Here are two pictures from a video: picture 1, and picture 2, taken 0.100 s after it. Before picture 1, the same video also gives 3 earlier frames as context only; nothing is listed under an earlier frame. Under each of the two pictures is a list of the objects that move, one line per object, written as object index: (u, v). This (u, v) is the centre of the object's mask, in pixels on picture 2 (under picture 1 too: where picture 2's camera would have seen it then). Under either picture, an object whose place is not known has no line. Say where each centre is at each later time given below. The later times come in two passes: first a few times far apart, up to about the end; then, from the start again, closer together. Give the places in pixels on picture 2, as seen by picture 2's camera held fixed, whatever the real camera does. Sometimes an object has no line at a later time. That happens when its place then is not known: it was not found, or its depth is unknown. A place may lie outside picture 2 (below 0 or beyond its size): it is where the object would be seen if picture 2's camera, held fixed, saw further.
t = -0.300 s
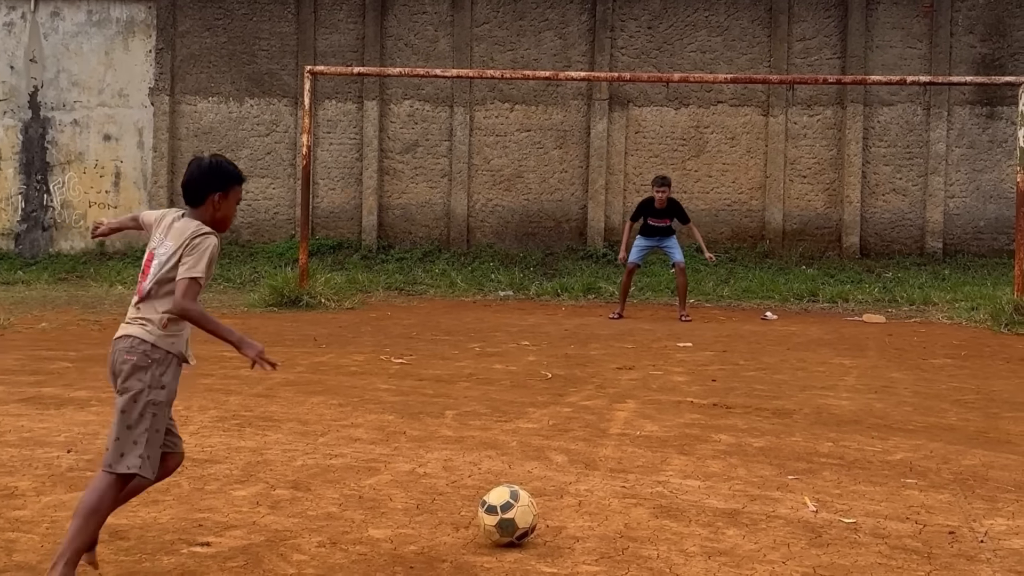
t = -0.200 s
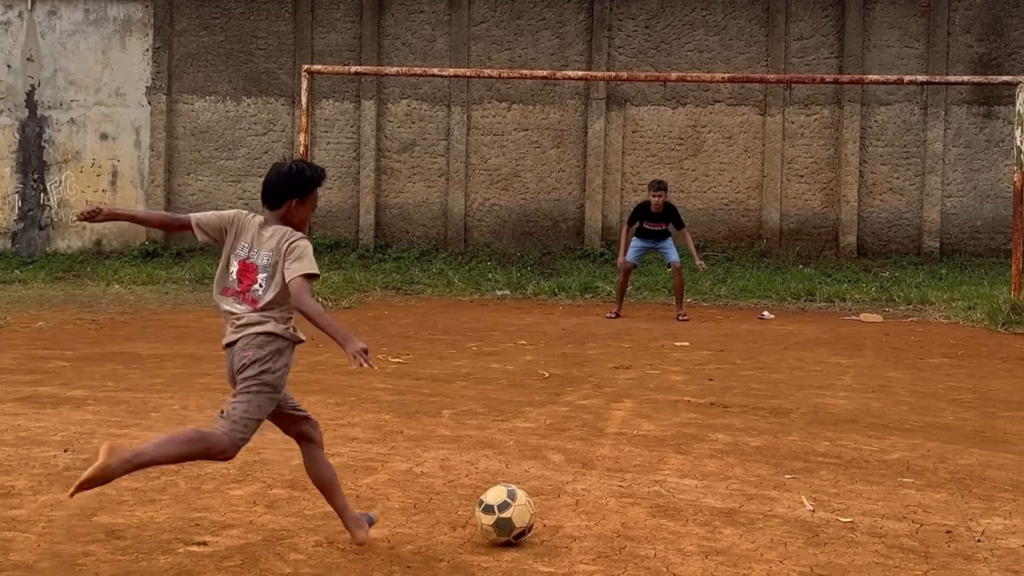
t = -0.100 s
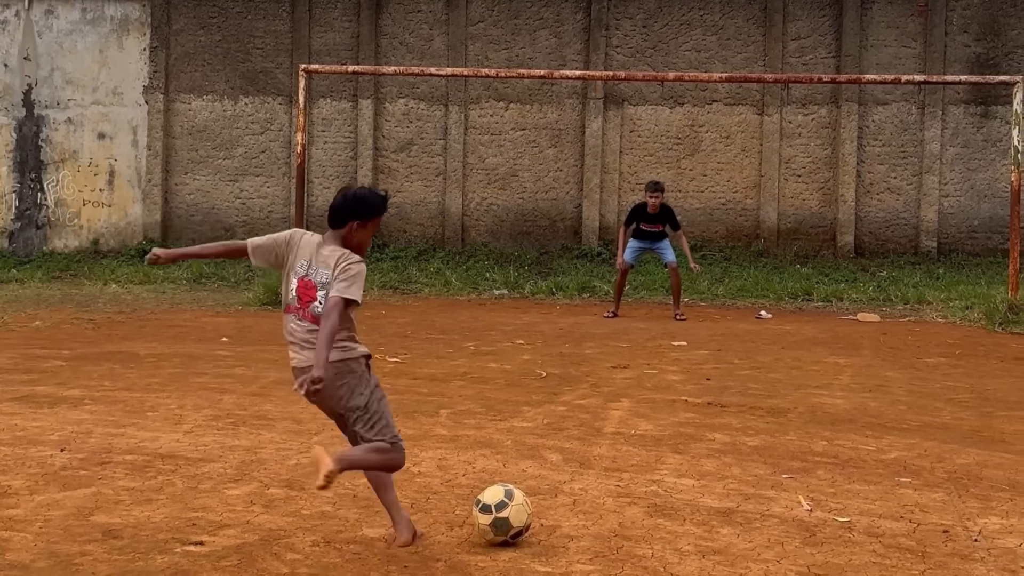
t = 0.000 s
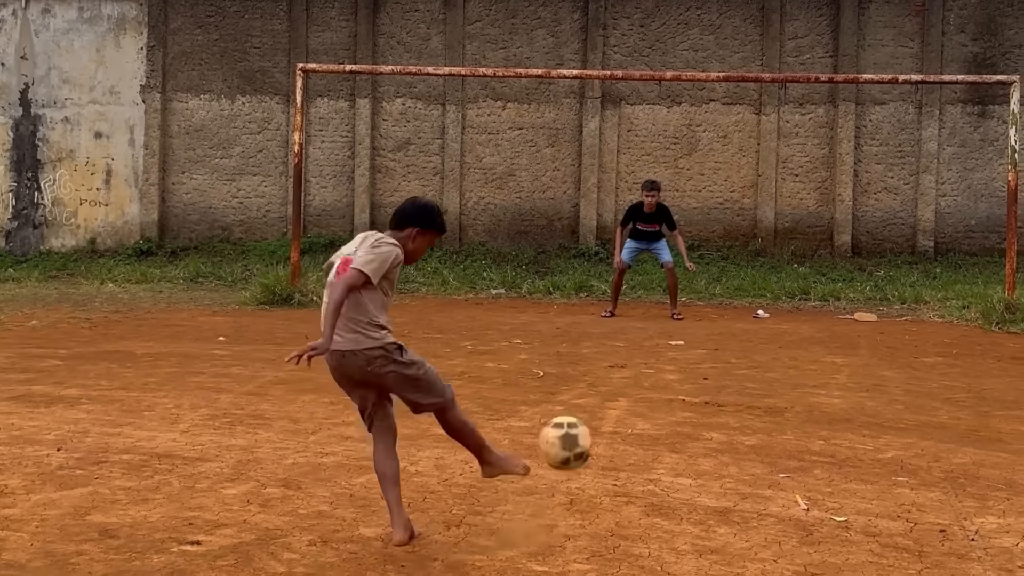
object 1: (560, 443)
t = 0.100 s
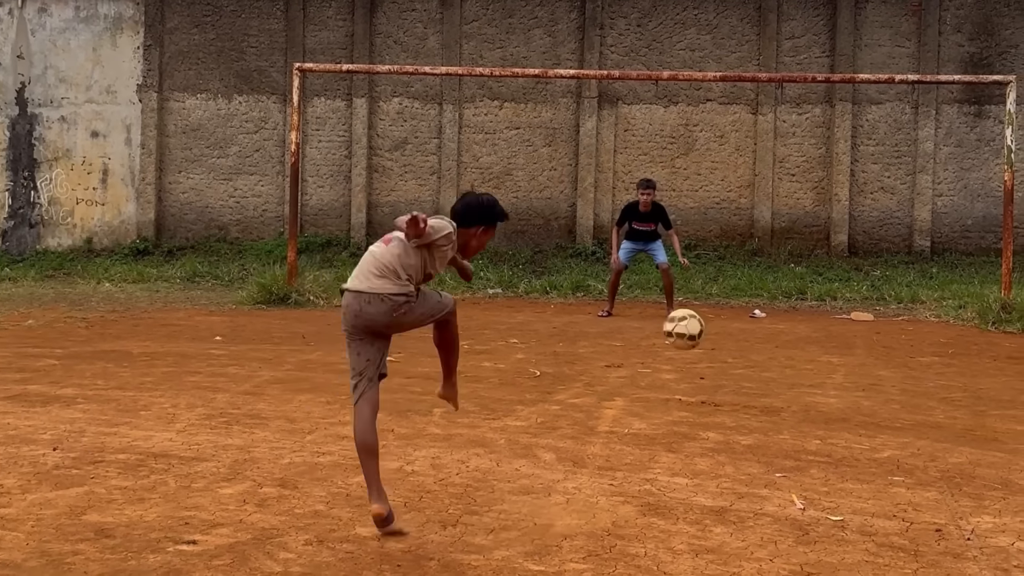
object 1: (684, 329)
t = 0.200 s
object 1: (751, 287)
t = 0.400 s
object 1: (836, 281)
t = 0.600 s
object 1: (881, 309)
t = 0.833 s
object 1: (906, 275)
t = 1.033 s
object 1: (922, 251)
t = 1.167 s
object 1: (951, 235)
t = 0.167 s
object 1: (730, 297)
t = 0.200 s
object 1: (751, 287)
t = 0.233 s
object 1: (768, 280)
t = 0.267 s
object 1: (783, 276)
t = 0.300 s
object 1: (798, 274)
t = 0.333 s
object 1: (810, 275)
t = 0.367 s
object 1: (827, 278)
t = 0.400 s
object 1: (836, 281)
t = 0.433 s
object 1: (846, 287)
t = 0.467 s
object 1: (854, 293)
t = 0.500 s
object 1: (862, 300)
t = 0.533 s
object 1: (869, 308)
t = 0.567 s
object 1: (876, 315)
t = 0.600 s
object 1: (881, 309)
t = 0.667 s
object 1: (891, 290)
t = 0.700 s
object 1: (894, 283)
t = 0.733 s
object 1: (897, 280)
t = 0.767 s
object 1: (900, 277)
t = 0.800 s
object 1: (903, 275)
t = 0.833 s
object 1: (906, 275)
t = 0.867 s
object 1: (909, 276)
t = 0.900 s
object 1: (913, 276)
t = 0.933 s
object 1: (916, 271)
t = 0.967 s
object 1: (919, 263)
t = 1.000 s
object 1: (920, 256)
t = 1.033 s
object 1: (922, 251)
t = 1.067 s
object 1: (925, 249)
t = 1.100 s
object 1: (931, 243)
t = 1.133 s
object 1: (941, 240)
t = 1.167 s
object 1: (951, 235)
